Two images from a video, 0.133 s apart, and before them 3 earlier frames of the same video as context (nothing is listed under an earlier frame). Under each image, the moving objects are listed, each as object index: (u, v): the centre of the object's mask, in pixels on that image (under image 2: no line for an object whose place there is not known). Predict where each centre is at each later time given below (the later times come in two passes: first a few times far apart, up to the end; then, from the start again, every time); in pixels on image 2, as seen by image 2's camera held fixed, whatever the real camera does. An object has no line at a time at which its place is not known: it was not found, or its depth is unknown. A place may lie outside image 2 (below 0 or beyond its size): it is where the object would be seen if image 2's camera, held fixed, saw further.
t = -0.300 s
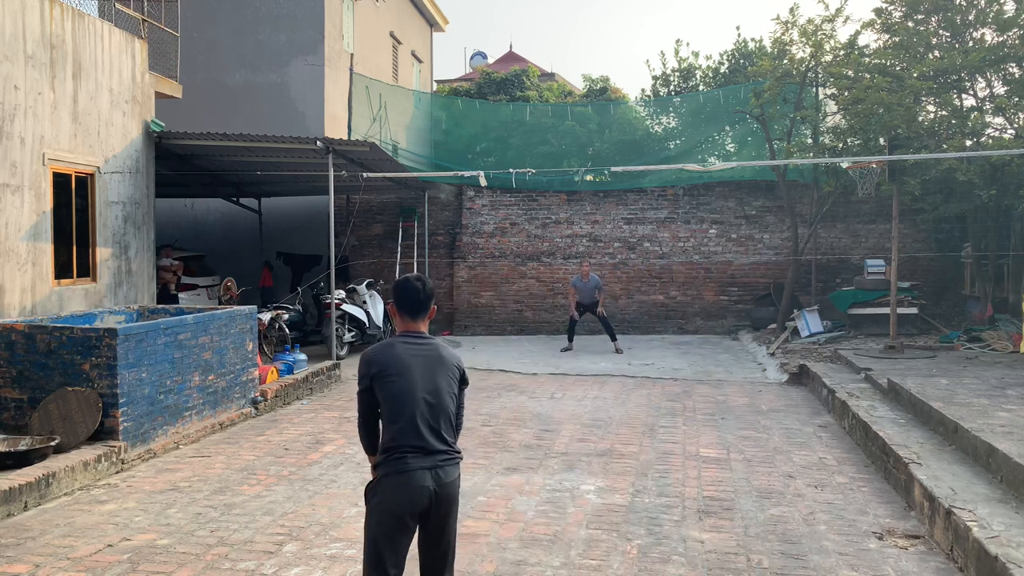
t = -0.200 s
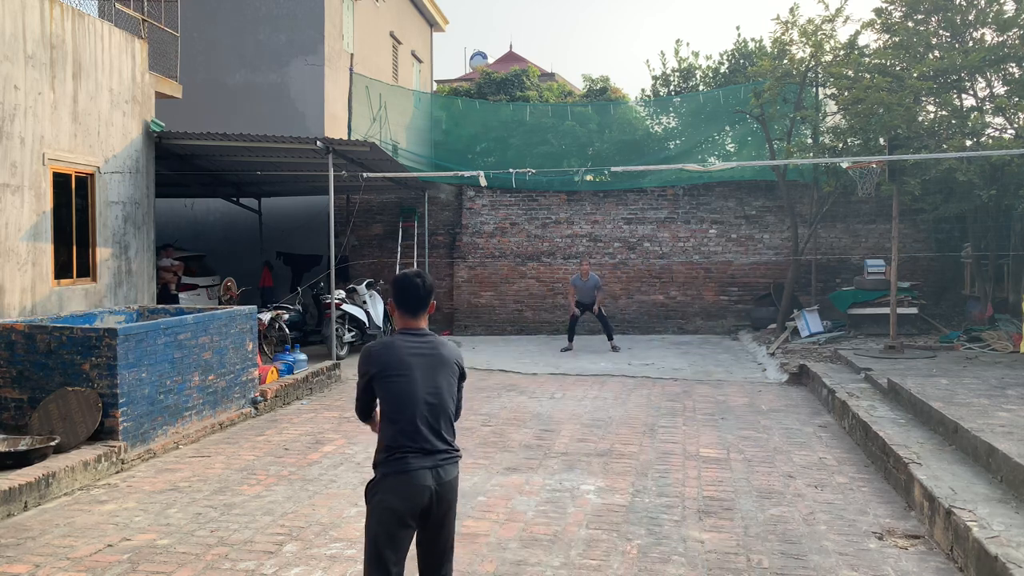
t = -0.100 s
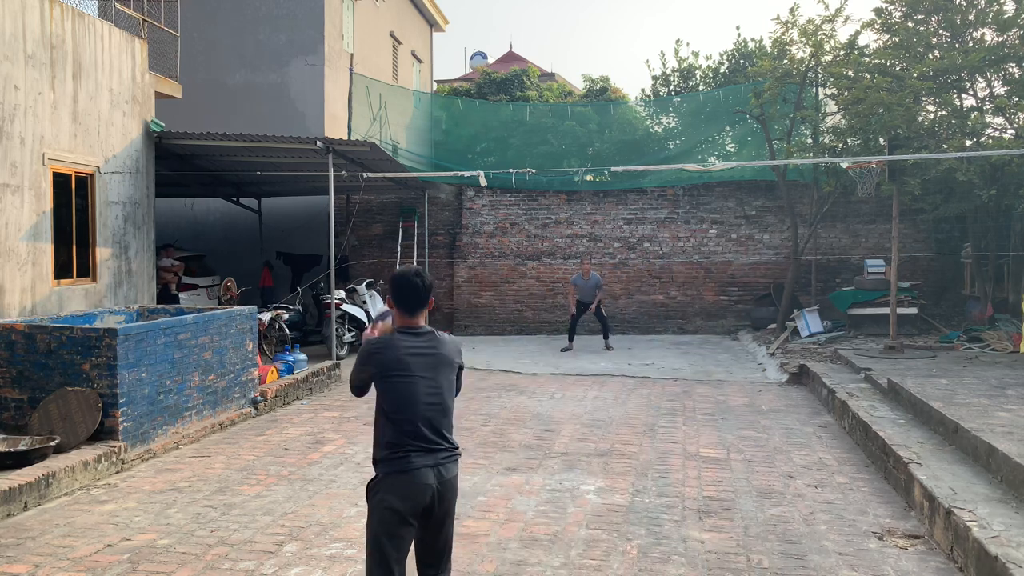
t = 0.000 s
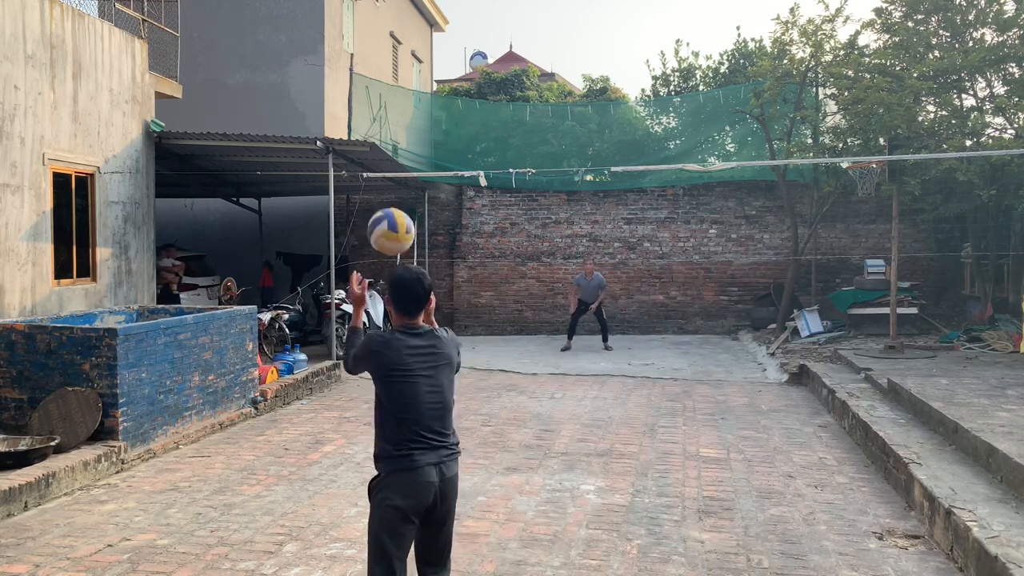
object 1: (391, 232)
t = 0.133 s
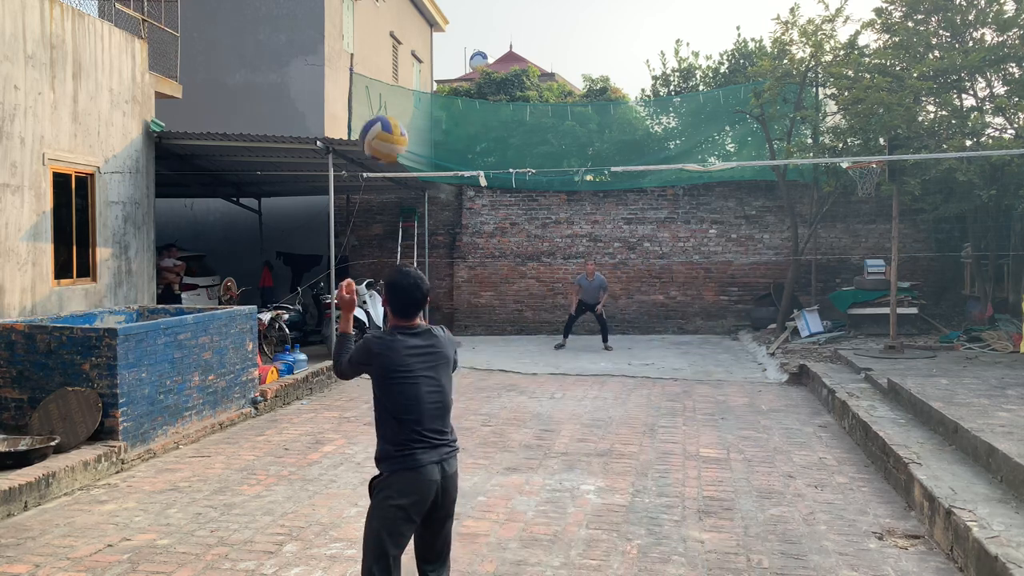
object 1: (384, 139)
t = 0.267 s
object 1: (376, 83)
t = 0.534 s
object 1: (362, 91)
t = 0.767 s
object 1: (352, 237)
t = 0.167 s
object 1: (382, 121)
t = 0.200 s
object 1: (380, 106)
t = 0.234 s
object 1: (377, 93)
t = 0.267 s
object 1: (376, 83)
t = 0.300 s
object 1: (374, 75)
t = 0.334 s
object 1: (372, 70)
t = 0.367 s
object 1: (371, 67)
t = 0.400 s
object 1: (369, 66)
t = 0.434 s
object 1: (367, 68)
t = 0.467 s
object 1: (366, 73)
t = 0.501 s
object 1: (363, 81)
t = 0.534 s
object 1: (362, 91)
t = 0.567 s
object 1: (360, 104)
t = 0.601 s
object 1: (359, 119)
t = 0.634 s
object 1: (357, 138)
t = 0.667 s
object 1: (356, 158)
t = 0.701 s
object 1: (355, 182)
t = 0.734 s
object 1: (353, 208)
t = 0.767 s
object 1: (352, 237)
